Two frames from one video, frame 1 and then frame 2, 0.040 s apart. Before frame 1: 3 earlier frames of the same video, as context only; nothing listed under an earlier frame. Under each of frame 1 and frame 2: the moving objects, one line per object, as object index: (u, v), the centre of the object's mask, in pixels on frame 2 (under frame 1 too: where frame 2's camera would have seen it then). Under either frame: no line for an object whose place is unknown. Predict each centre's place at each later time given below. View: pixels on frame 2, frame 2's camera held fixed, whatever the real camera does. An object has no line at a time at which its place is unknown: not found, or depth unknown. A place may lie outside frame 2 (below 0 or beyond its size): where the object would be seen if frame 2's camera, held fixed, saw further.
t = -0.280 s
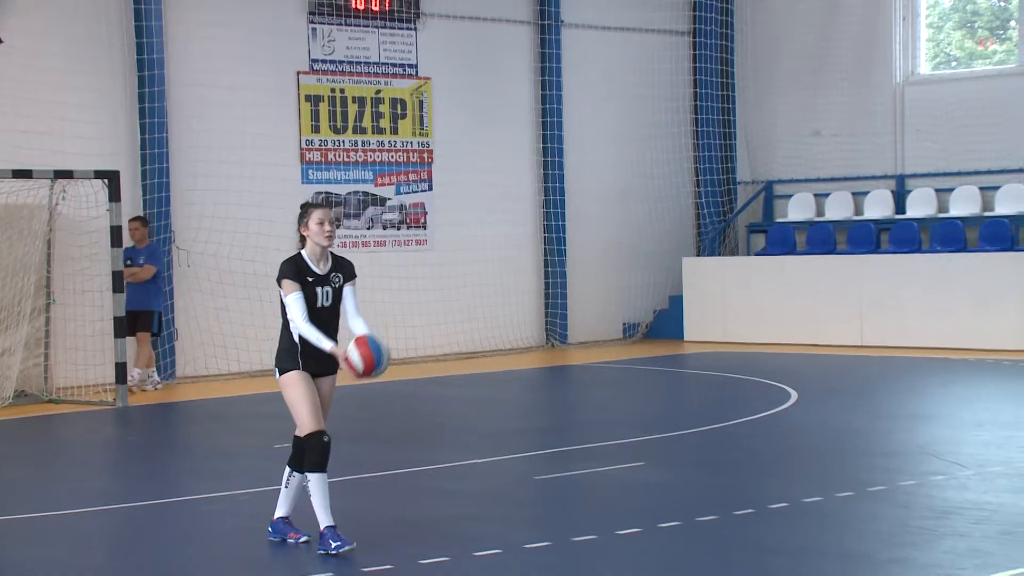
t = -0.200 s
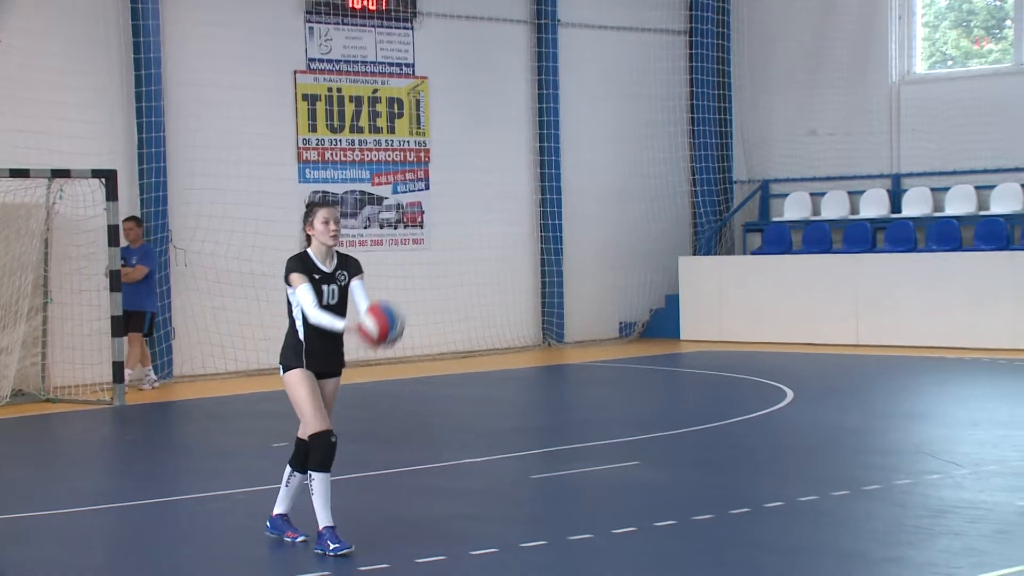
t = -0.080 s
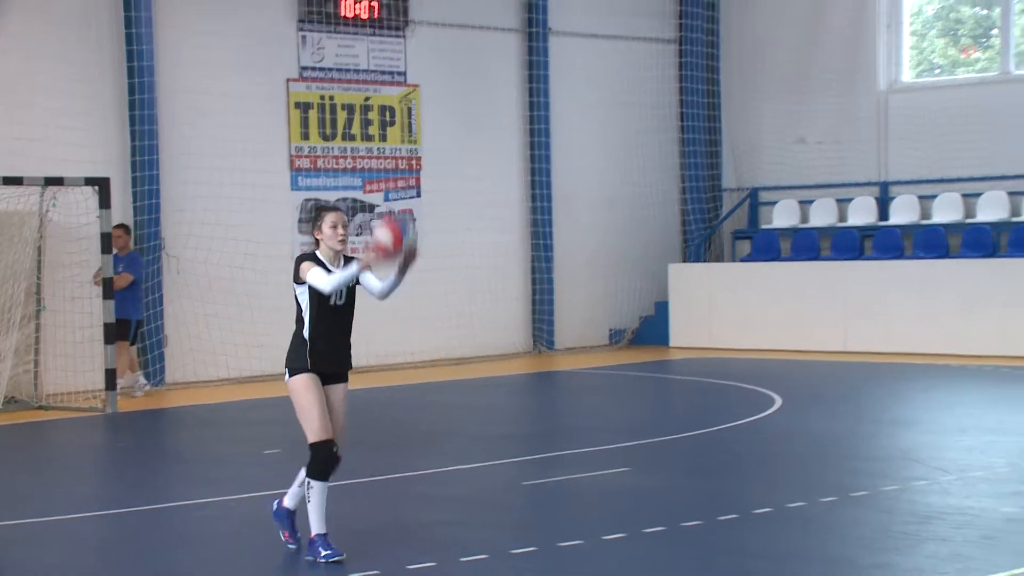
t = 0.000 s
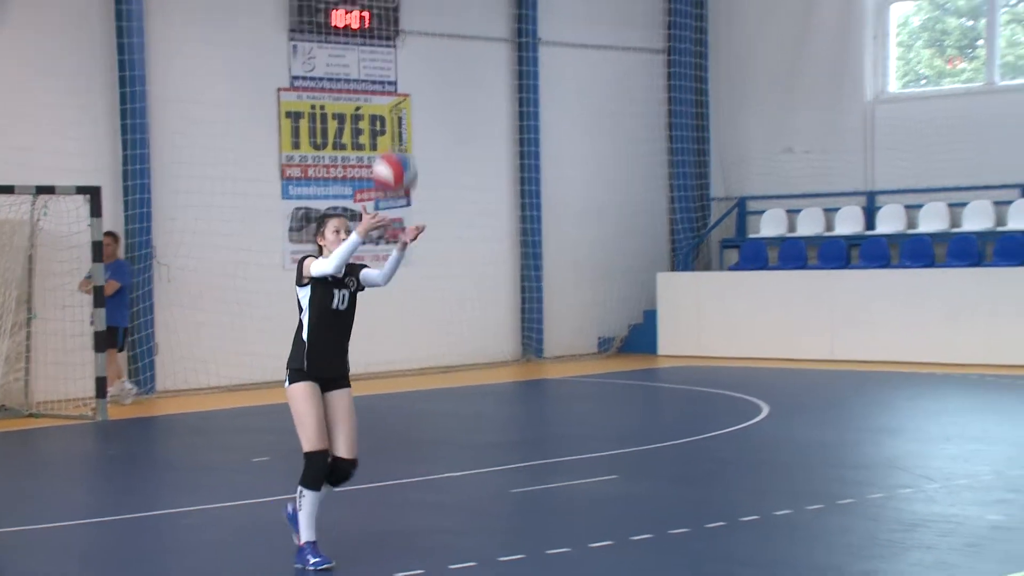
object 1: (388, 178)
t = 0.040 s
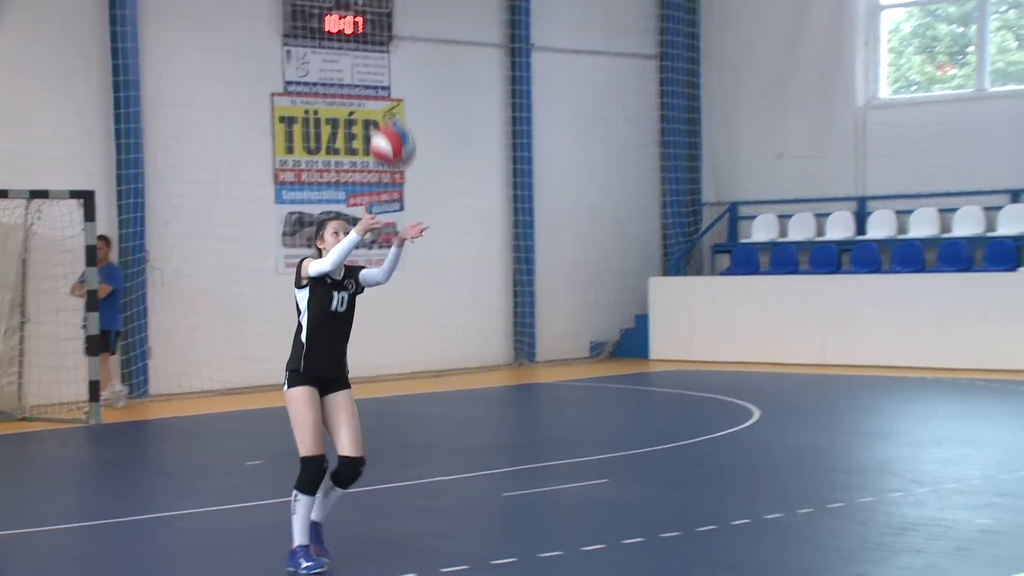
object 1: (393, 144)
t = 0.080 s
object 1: (398, 116)
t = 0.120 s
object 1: (402, 89)
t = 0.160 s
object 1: (407, 67)
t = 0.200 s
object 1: (412, 48)
